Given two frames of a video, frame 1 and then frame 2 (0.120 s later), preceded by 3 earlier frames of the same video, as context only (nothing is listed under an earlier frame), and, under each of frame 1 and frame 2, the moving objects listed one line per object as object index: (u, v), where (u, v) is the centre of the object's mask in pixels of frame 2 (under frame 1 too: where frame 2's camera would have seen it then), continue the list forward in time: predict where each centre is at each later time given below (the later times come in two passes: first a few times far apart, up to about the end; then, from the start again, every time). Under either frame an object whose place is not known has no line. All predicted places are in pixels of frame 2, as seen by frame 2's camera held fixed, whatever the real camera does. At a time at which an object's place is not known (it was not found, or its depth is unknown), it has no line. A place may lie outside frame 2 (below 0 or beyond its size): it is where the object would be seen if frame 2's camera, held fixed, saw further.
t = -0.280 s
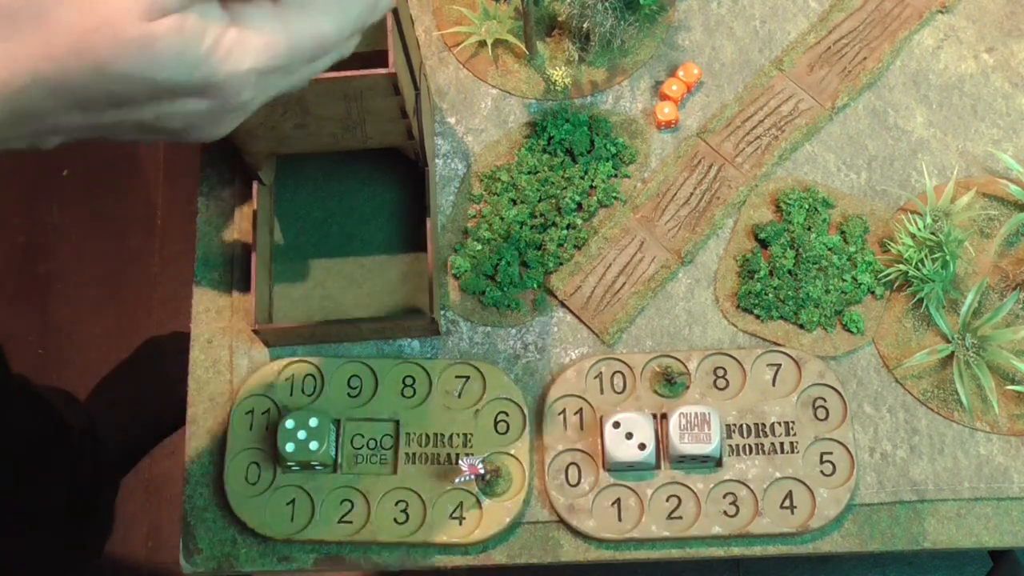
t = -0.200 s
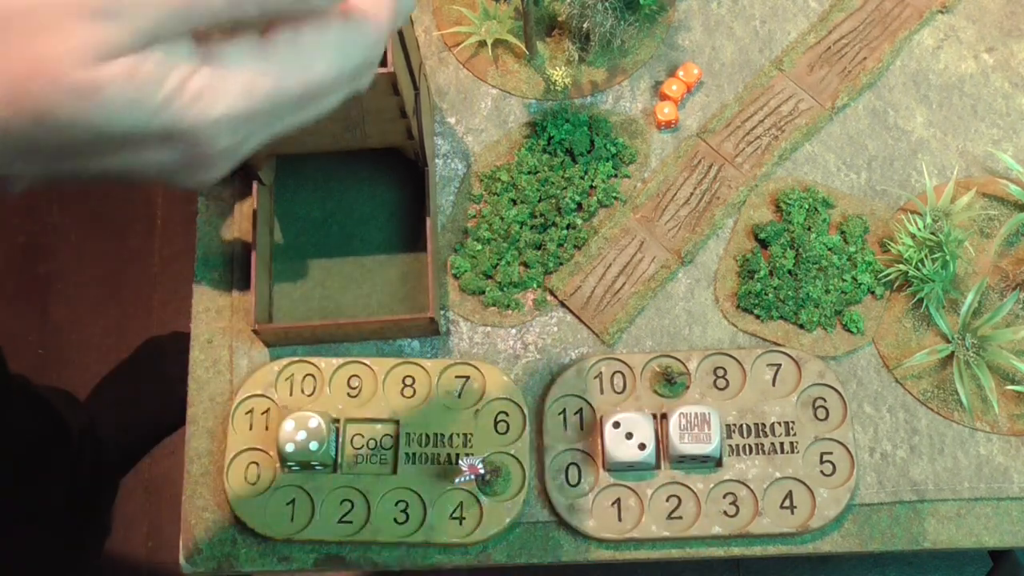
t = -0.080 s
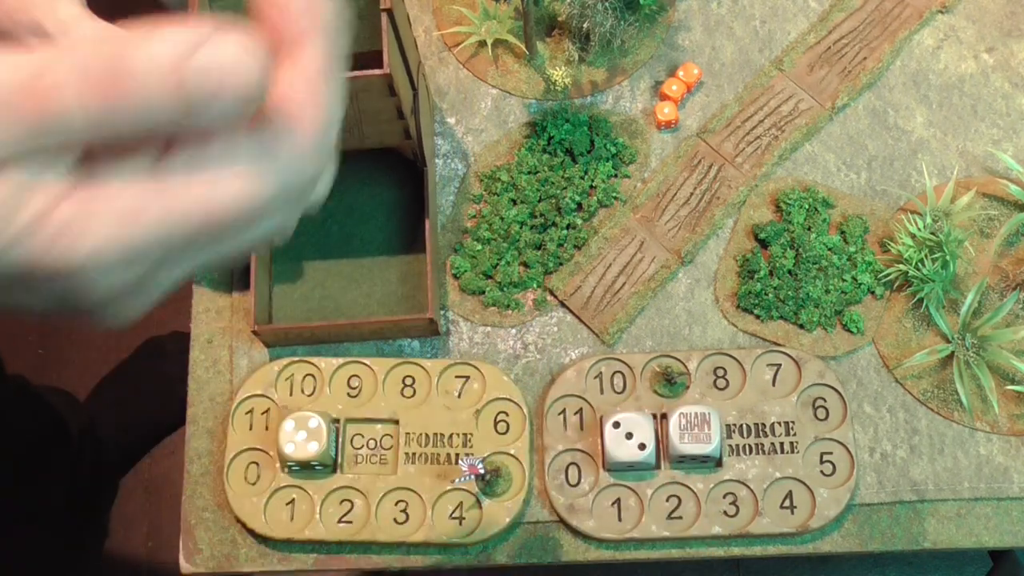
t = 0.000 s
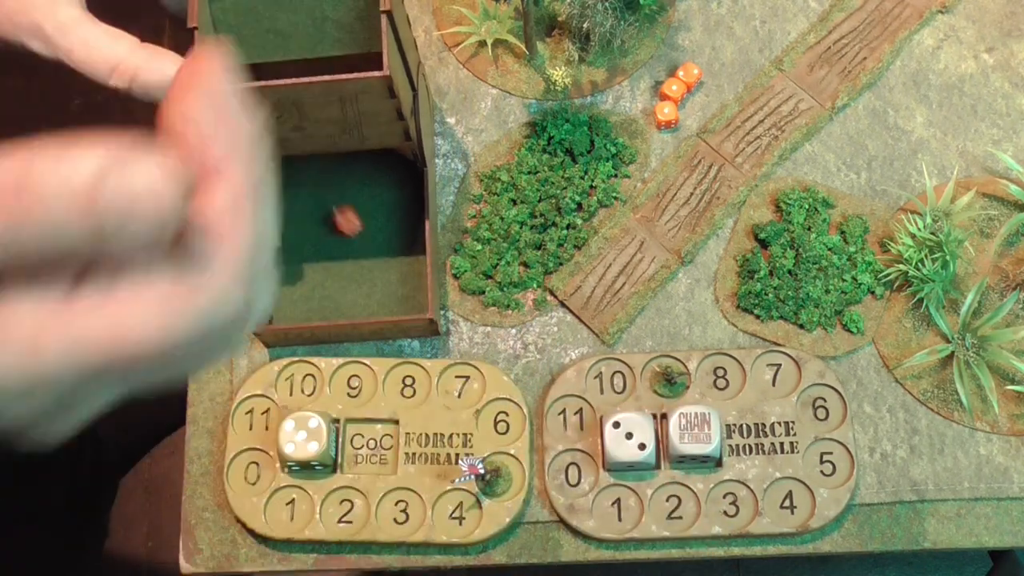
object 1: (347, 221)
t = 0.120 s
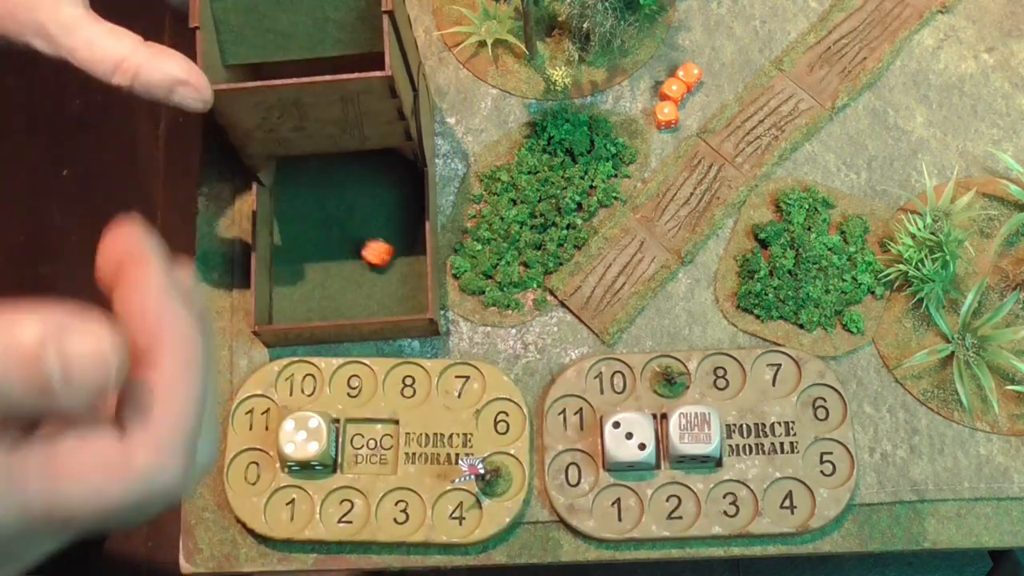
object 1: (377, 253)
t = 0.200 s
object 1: (400, 252)
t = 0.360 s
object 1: (404, 263)
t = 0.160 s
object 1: (392, 253)
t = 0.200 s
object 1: (400, 252)
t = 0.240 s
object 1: (410, 255)
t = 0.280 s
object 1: (413, 262)
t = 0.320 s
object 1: (411, 265)
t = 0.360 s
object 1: (404, 263)
